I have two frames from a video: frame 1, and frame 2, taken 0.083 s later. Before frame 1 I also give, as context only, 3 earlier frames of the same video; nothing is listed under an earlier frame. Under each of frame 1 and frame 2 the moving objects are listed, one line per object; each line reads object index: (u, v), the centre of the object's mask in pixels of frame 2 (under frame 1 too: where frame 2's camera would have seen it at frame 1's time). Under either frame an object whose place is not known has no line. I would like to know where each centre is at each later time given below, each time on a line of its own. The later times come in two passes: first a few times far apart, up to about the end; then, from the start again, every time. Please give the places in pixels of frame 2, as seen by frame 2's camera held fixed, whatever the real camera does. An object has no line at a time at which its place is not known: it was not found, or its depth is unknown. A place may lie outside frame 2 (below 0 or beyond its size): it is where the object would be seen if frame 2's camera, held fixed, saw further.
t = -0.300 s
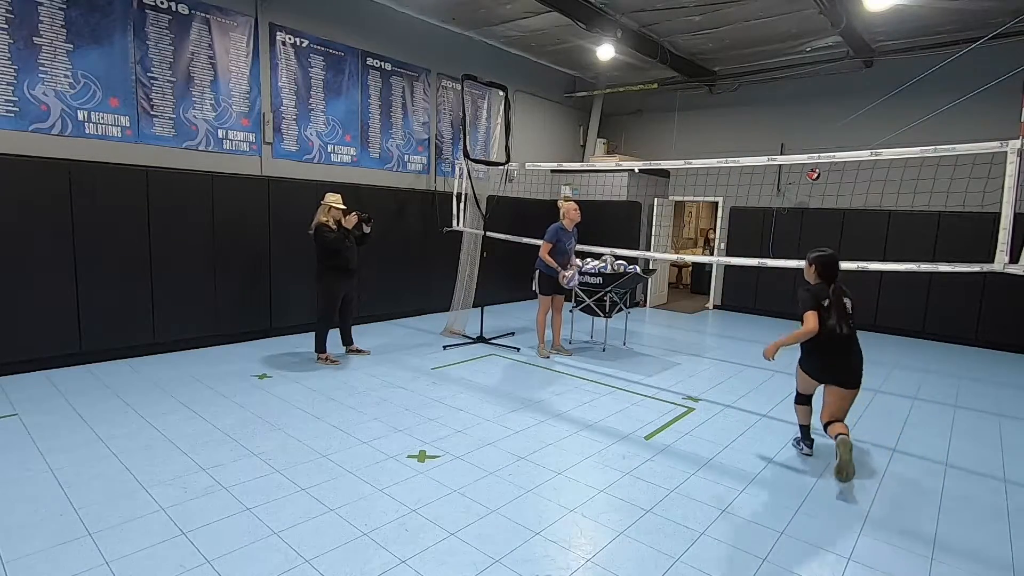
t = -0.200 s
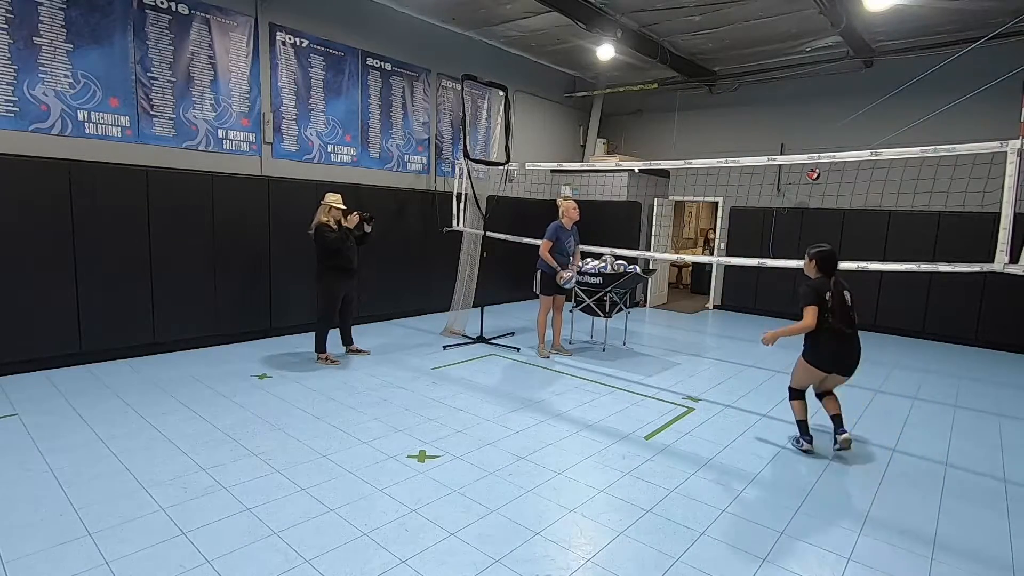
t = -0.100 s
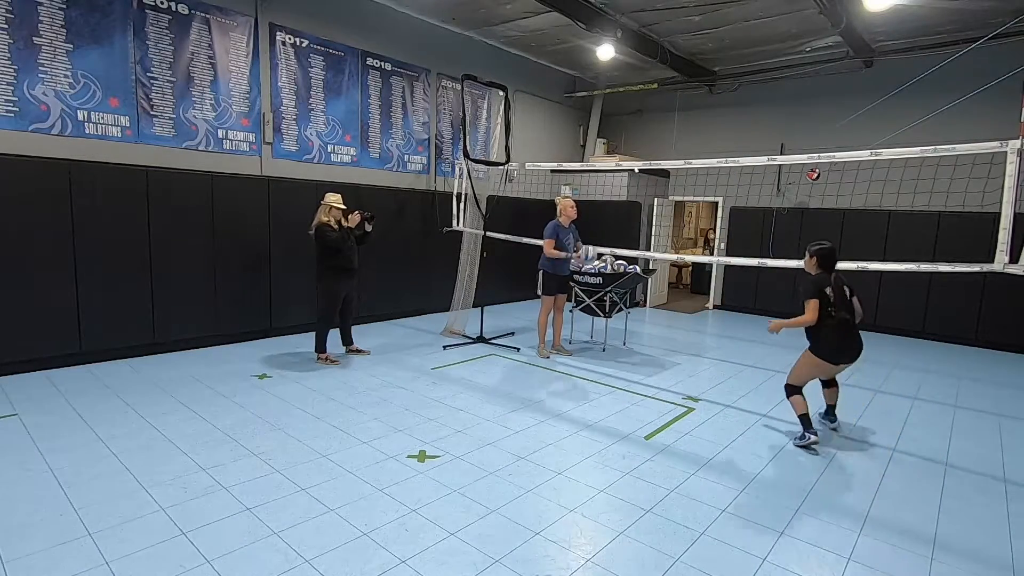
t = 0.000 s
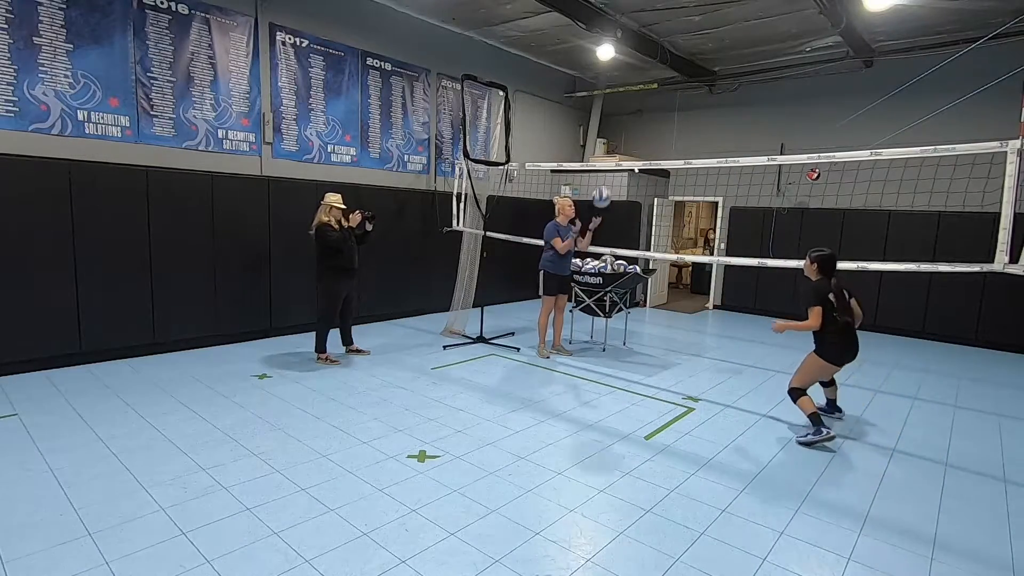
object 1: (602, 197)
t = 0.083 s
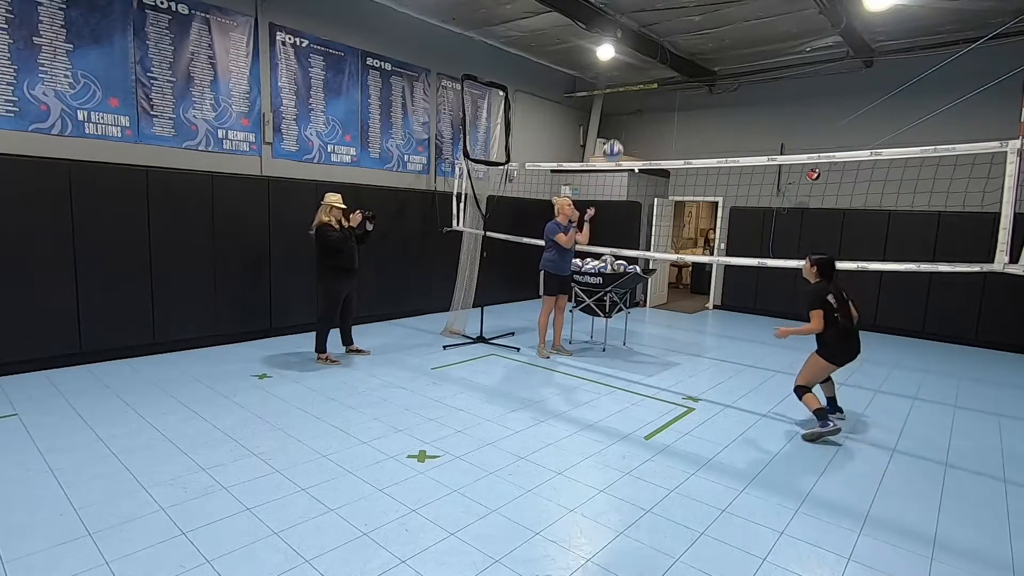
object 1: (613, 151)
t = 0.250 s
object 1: (635, 77)
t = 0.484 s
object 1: (665, 16)
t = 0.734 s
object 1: (694, 14)
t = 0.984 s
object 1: (718, 84)
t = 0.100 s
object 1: (615, 142)
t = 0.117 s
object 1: (617, 134)
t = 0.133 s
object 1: (619, 126)
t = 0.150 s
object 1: (621, 118)
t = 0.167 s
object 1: (624, 111)
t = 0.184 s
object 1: (626, 104)
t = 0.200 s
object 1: (628, 97)
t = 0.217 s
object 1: (630, 90)
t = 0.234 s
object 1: (633, 83)
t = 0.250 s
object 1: (635, 77)
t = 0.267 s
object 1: (637, 71)
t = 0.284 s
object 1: (639, 65)
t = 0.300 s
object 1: (642, 60)
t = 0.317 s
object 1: (644, 54)
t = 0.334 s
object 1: (646, 49)
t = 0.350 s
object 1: (648, 45)
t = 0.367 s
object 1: (650, 40)
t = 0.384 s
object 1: (652, 36)
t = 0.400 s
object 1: (654, 32)
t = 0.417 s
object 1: (656, 28)
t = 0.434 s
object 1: (658, 25)
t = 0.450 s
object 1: (660, 22)
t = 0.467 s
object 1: (663, 19)
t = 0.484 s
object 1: (665, 16)
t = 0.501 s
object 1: (667, 14)
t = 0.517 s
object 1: (669, 12)
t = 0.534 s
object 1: (671, 11)
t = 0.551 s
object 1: (673, 10)
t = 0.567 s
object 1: (675, 9)
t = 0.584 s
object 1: (677, 9)
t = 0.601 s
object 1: (679, 9)
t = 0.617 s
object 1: (680, 9)
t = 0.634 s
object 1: (682, 9)
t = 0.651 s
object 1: (684, 9)
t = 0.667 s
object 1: (686, 9)
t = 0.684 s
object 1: (688, 10)
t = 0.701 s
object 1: (690, 11)
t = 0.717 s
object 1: (692, 12)
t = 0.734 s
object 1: (694, 14)
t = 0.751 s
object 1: (696, 16)
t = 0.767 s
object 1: (698, 19)
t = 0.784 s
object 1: (699, 22)
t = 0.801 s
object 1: (701, 26)
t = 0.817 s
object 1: (703, 29)
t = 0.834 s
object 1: (704, 33)
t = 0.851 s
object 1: (706, 37)
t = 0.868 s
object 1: (708, 42)
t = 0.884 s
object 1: (709, 47)
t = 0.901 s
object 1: (711, 52)
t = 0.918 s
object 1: (713, 58)
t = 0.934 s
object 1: (714, 64)
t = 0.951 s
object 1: (716, 70)
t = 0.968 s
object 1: (717, 77)
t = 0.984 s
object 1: (718, 84)
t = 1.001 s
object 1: (720, 91)
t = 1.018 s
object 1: (721, 98)
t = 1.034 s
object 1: (722, 106)
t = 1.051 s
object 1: (724, 114)
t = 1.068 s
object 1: (725, 122)
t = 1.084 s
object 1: (726, 131)
